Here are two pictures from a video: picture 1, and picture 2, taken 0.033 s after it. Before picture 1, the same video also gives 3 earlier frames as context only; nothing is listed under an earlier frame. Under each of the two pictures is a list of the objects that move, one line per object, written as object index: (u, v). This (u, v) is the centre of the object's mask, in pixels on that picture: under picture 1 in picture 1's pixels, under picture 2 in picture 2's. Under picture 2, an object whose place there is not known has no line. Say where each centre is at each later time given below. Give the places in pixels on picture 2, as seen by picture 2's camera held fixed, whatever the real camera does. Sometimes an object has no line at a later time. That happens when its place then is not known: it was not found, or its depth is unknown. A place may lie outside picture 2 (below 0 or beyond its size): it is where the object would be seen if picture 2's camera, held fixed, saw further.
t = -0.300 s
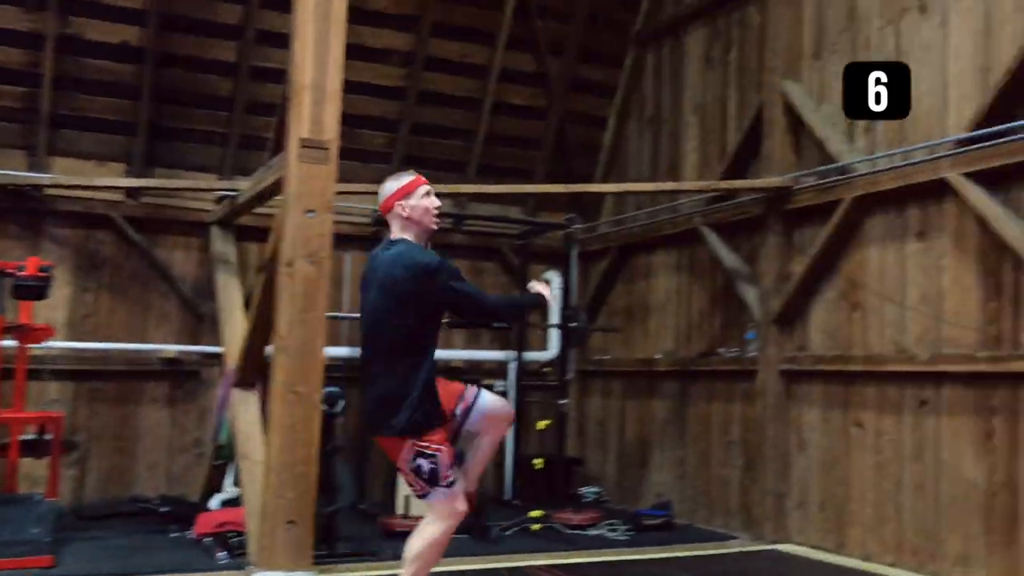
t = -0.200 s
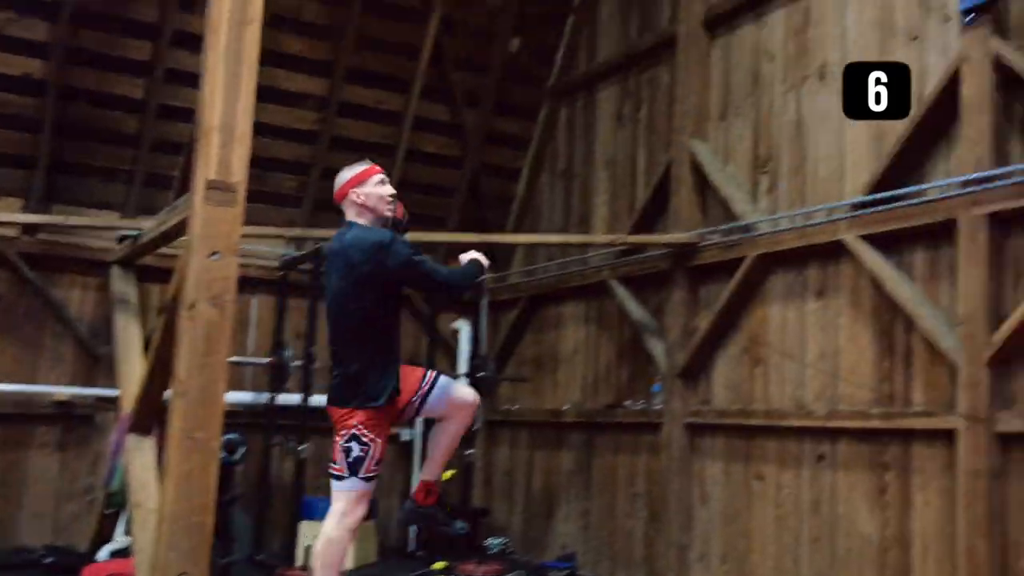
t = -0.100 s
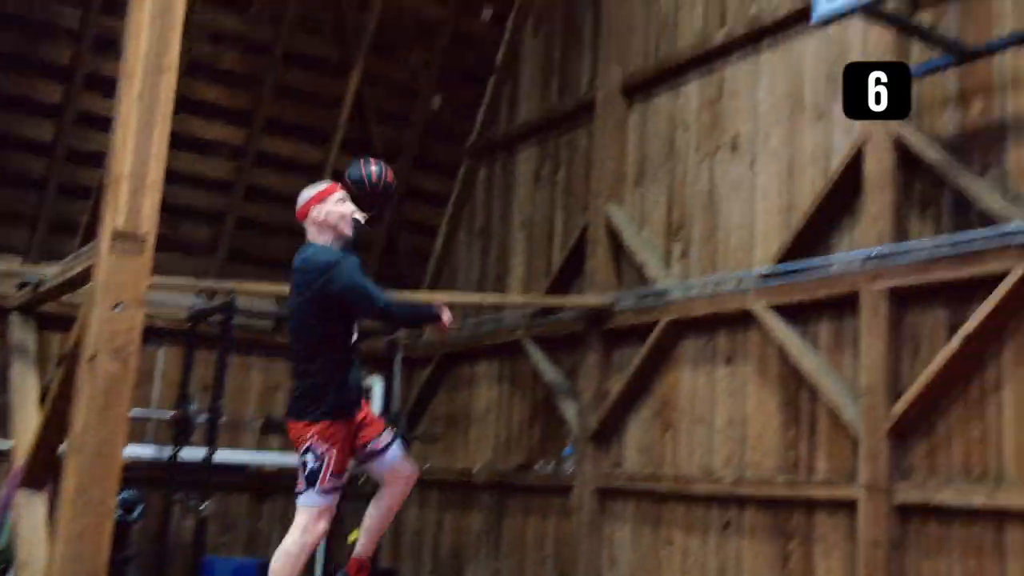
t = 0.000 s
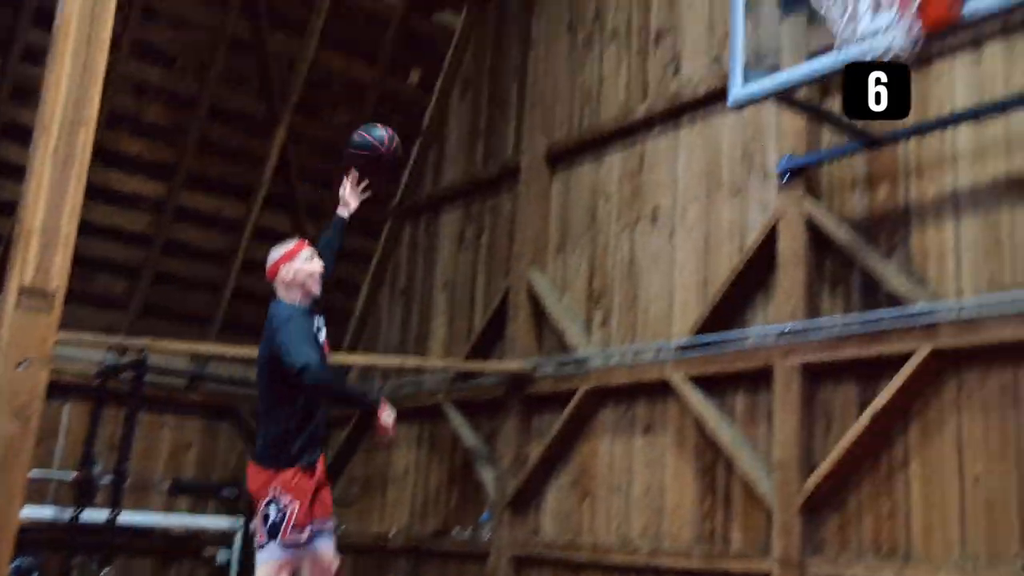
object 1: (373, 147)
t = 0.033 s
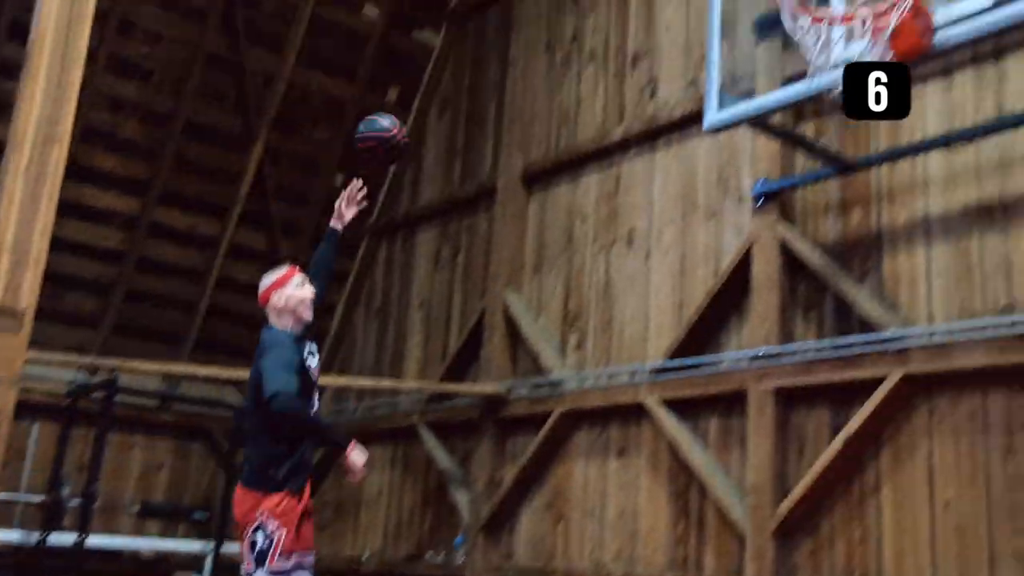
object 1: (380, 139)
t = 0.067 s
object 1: (411, 112)
